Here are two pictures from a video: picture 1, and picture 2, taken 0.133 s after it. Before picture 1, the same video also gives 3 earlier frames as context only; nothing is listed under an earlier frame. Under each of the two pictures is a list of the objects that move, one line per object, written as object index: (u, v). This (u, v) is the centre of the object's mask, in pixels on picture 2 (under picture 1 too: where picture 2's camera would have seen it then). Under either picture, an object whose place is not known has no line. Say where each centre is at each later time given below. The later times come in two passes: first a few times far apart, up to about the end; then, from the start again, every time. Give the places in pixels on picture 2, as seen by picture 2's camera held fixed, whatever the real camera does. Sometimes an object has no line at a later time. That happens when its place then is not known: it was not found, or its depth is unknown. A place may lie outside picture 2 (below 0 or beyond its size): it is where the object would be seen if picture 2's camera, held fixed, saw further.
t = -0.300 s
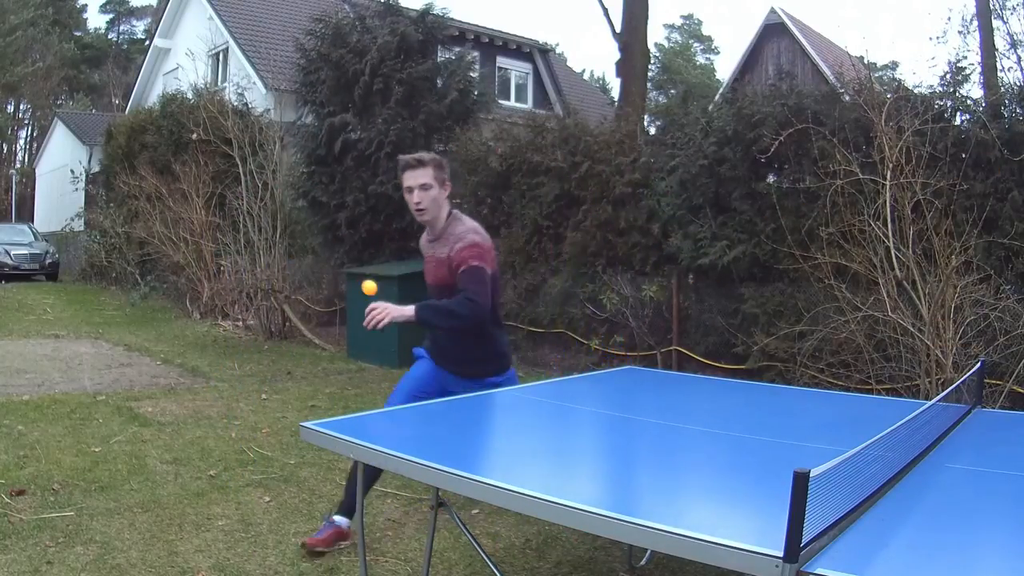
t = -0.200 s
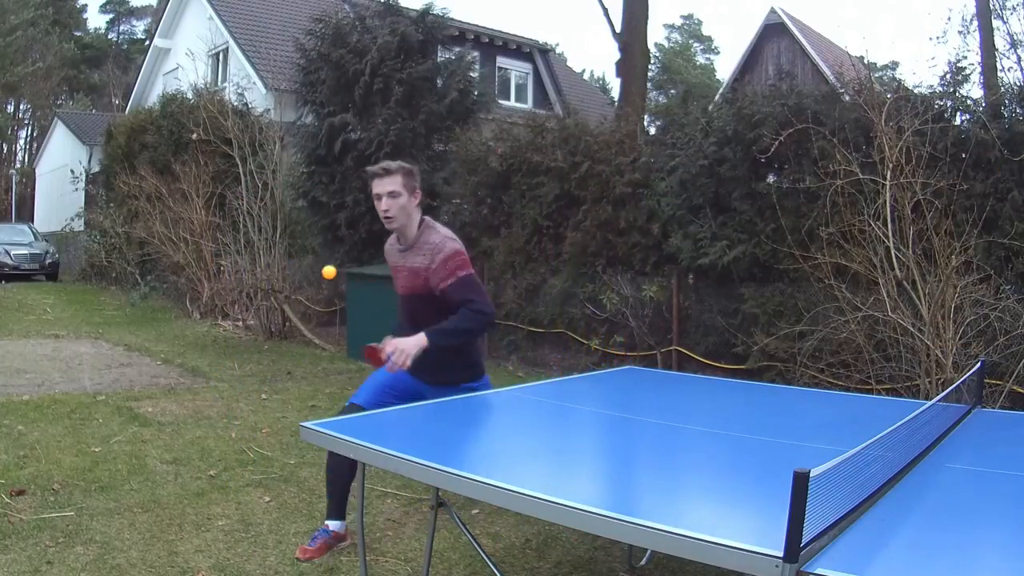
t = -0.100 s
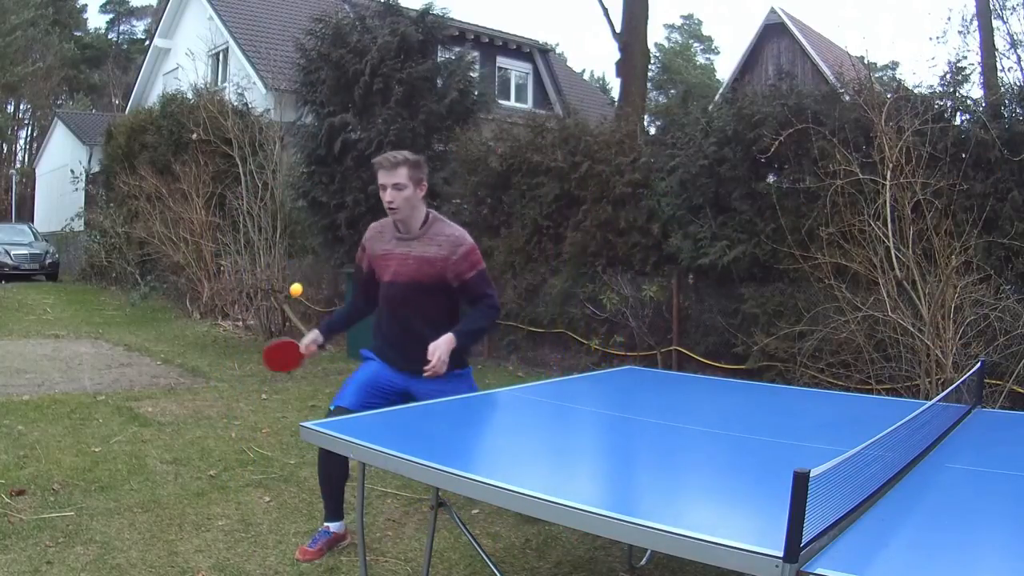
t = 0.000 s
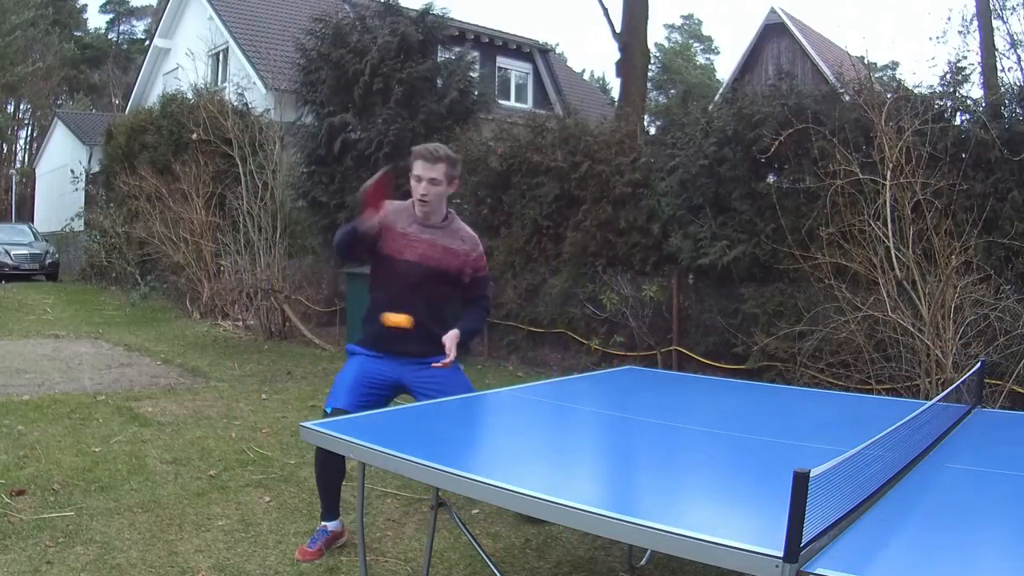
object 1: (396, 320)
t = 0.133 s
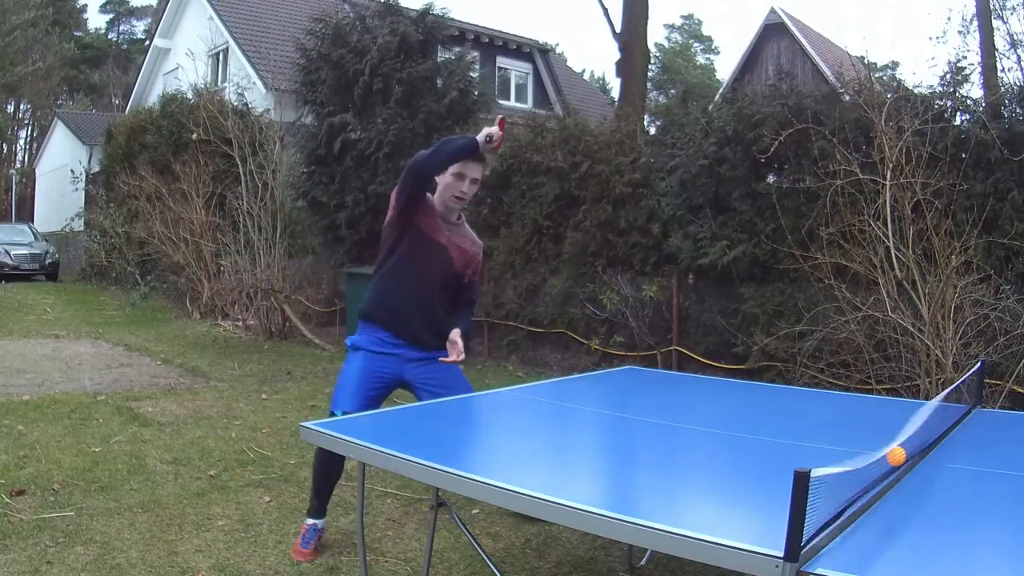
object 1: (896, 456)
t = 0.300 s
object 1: (767, 452)
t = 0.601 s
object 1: (626, 421)
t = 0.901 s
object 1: (565, 404)
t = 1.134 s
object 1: (554, 398)
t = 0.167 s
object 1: (878, 453)
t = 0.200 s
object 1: (848, 452)
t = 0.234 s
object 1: (818, 456)
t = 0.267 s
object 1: (789, 463)
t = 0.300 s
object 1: (767, 452)
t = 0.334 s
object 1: (748, 441)
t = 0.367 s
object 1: (728, 434)
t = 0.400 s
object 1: (709, 432)
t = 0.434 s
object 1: (691, 435)
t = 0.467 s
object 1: (674, 439)
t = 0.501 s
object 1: (661, 428)
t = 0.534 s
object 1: (649, 422)
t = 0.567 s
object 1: (637, 420)
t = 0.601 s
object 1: (626, 421)
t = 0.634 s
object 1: (616, 422)
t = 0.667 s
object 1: (608, 414)
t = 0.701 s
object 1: (600, 411)
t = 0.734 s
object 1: (593, 412)
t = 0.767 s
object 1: (585, 413)
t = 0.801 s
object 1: (580, 407)
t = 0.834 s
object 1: (574, 405)
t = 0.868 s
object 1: (569, 407)
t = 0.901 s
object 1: (565, 404)
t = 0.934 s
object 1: (562, 402)
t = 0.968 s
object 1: (559, 403)
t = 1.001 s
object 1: (556, 401)
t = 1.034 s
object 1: (555, 399)
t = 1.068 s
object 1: (554, 400)
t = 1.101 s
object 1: (554, 398)
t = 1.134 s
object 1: (554, 398)
